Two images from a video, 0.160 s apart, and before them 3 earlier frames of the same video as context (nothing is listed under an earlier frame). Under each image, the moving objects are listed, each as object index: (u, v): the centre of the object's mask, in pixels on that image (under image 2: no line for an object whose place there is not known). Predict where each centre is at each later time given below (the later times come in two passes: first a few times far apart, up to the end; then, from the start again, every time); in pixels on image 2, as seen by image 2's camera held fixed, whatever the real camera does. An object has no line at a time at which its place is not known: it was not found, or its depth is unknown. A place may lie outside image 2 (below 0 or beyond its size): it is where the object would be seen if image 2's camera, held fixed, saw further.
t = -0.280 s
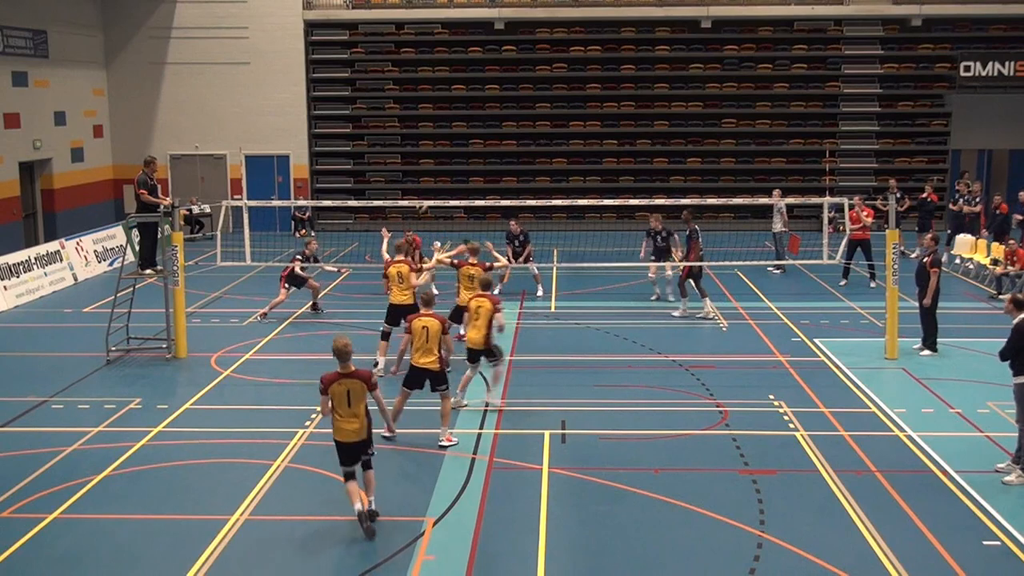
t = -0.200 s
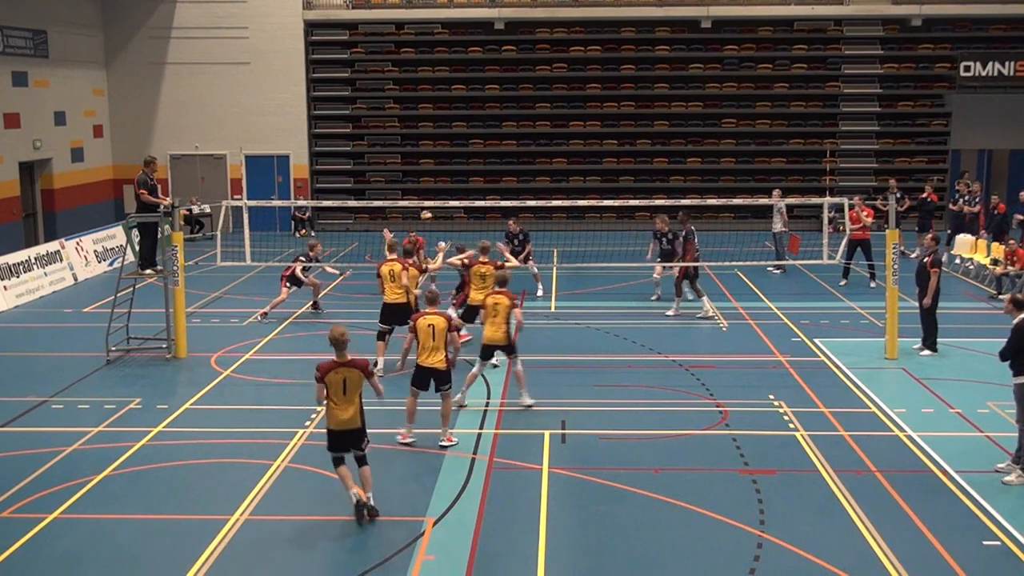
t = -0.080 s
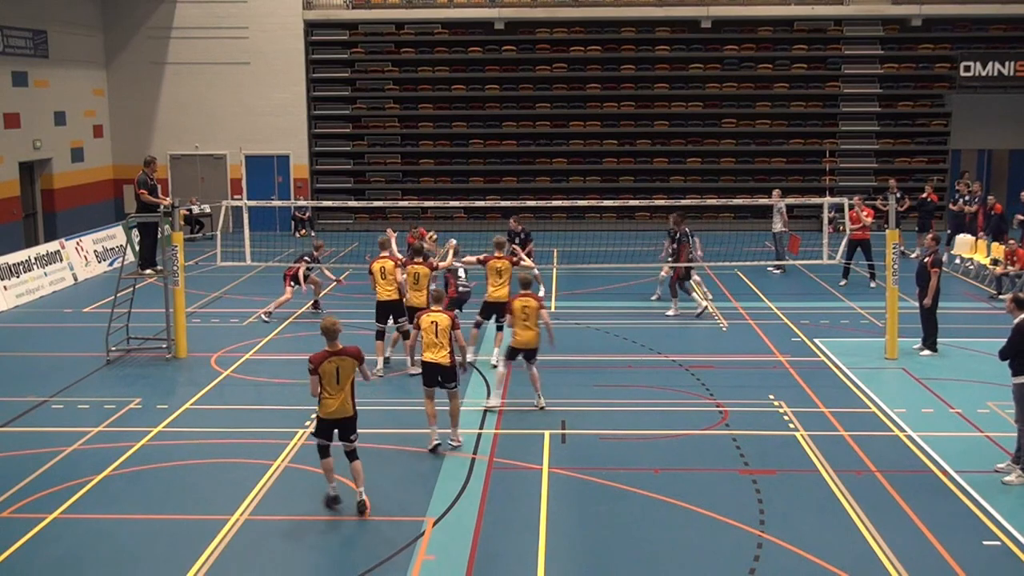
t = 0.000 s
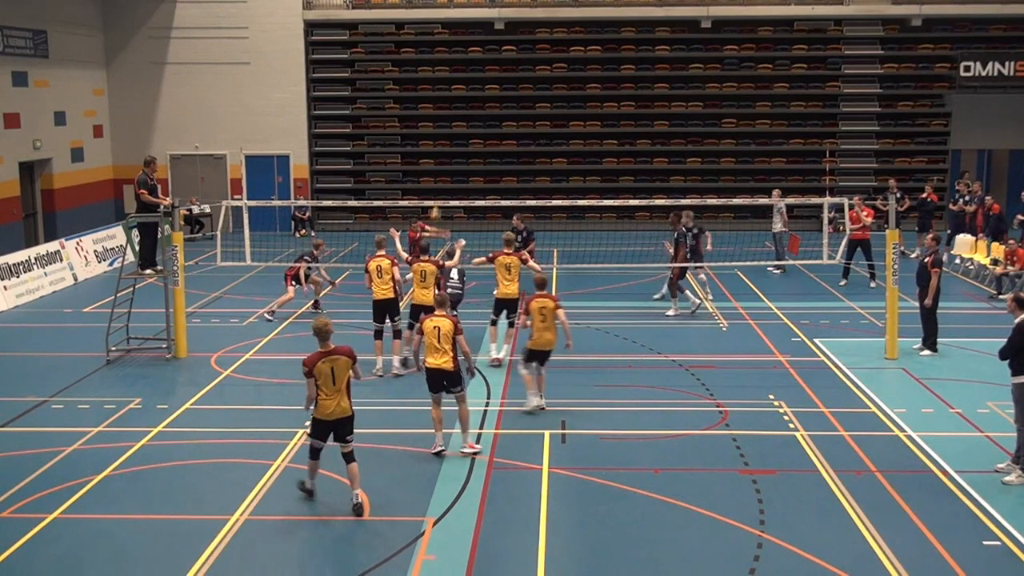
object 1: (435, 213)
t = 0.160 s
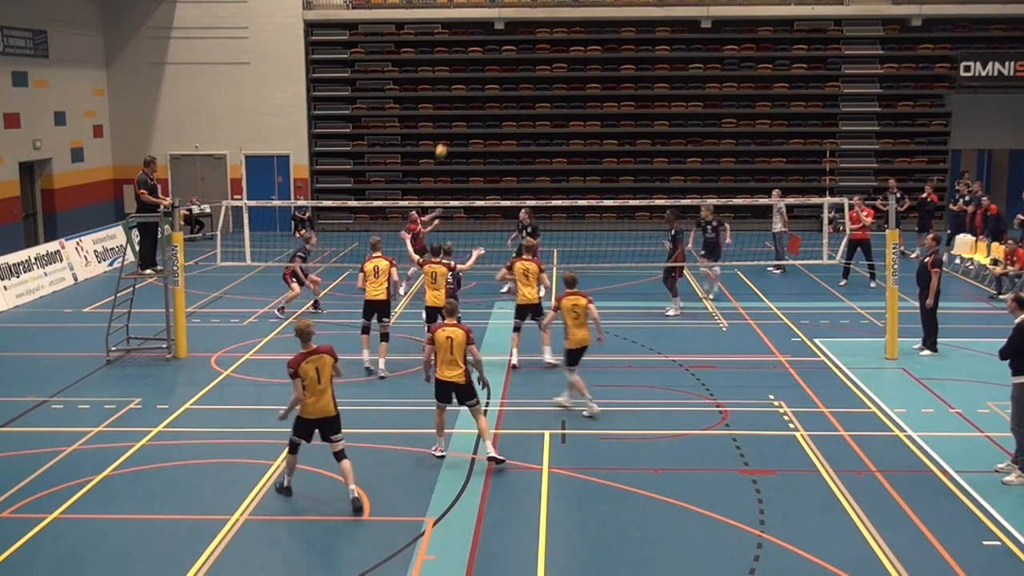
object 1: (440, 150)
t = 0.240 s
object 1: (443, 123)
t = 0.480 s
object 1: (451, 61)
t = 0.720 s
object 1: (460, 28)
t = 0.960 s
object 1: (469, 25)
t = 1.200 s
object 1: (479, 55)
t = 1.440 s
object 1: (490, 118)
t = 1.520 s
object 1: (493, 146)
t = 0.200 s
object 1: (441, 136)
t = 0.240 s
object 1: (443, 123)
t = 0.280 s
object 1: (443, 111)
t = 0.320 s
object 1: (445, 99)
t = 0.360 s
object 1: (447, 88)
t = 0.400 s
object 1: (448, 78)
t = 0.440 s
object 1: (450, 69)
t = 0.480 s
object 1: (451, 61)
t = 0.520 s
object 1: (453, 54)
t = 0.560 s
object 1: (454, 46)
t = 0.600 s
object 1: (455, 40)
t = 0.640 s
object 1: (457, 35)
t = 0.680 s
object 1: (458, 31)
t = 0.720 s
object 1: (460, 28)
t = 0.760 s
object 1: (461, 25)
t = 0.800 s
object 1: (463, 24)
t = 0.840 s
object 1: (464, 23)
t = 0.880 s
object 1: (466, 23)
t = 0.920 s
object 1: (467, 23)
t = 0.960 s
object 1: (469, 25)
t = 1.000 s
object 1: (471, 28)
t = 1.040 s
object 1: (473, 31)
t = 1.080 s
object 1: (475, 36)
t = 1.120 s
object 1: (476, 41)
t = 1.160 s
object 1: (477, 47)
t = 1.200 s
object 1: (479, 55)
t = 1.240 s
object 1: (481, 63)
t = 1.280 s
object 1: (483, 73)
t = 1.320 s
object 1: (484, 82)
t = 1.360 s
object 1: (486, 94)
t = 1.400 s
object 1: (488, 105)
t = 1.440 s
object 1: (490, 118)
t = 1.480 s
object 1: (492, 132)
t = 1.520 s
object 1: (493, 146)
